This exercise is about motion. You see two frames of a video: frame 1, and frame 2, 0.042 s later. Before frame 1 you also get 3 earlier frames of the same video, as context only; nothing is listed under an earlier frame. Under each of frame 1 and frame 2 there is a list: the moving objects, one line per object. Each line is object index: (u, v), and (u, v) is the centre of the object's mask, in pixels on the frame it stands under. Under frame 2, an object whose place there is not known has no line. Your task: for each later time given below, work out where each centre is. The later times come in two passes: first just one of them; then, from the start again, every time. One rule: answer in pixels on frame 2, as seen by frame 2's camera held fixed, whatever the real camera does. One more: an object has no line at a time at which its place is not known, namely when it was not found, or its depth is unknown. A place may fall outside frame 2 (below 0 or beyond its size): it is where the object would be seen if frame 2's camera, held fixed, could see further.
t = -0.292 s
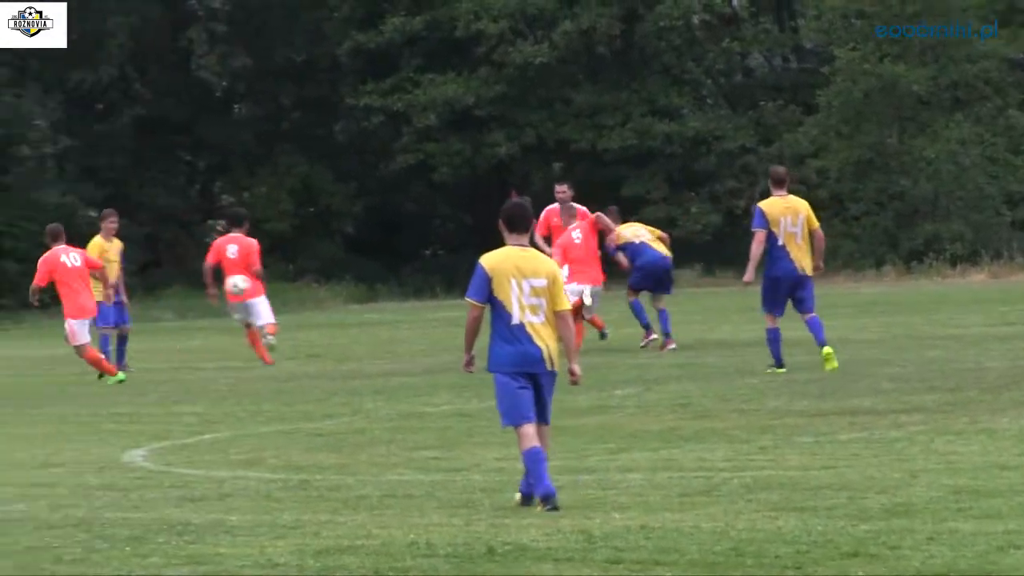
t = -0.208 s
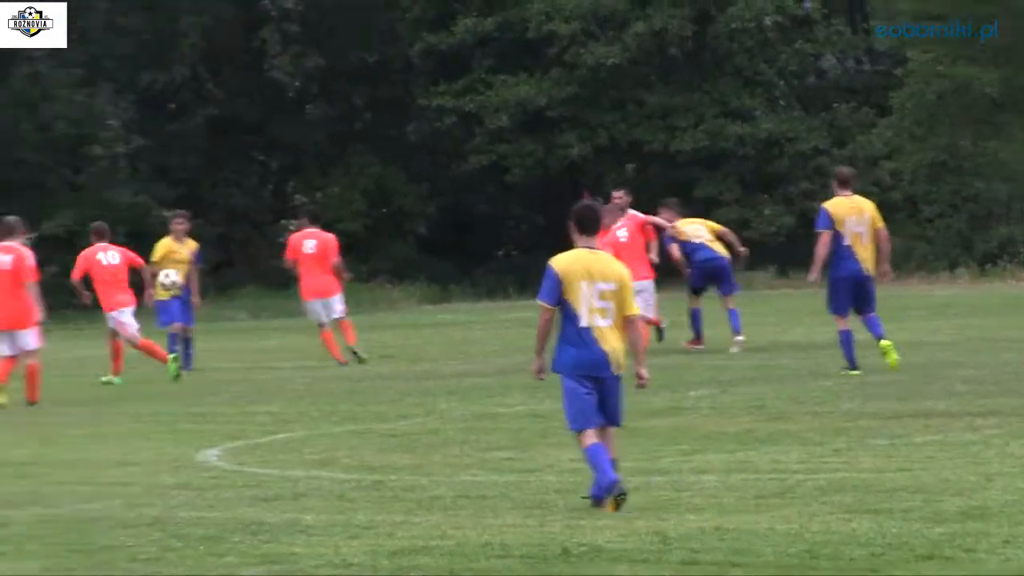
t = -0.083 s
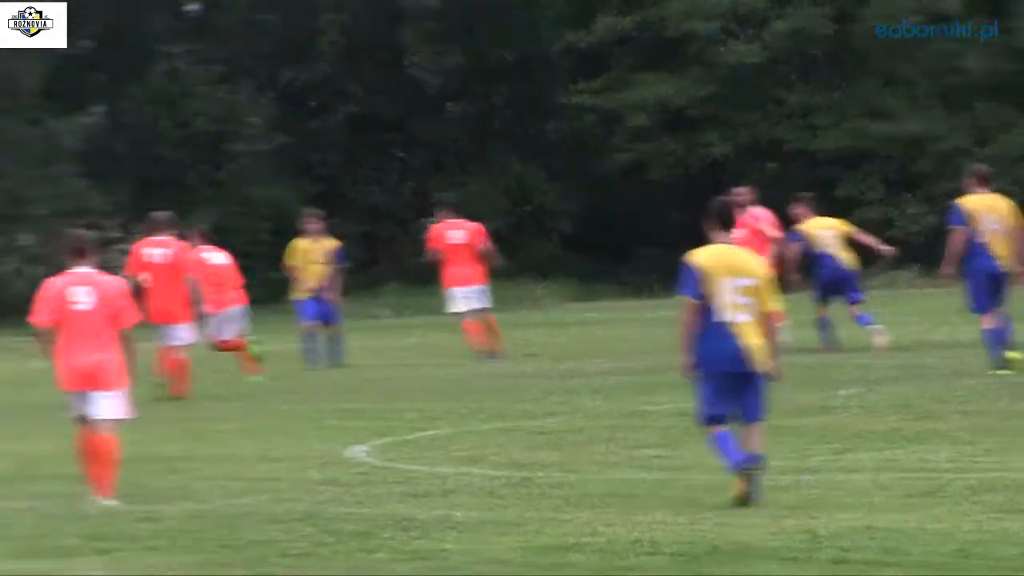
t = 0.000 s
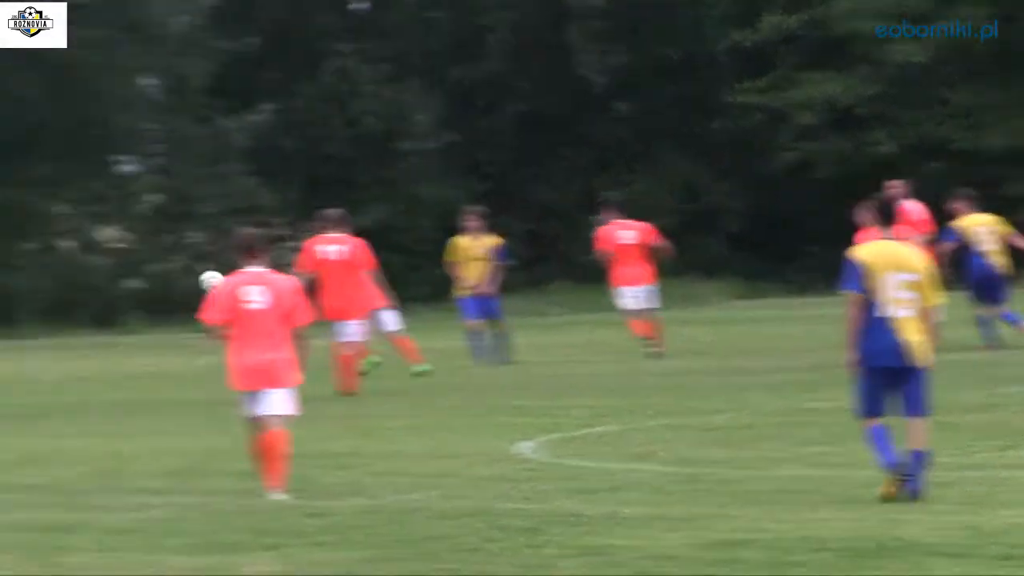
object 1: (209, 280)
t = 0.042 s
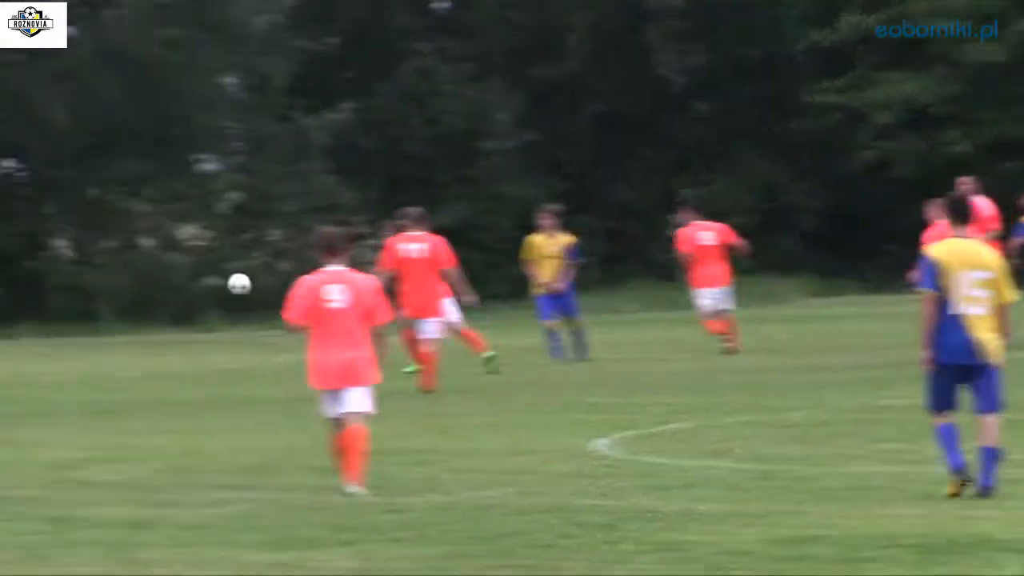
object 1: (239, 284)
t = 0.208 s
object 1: (40, 314)
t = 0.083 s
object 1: (189, 289)
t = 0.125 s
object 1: (138, 296)
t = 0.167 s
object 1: (89, 304)
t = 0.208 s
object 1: (40, 314)
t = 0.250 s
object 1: (-12, 324)
